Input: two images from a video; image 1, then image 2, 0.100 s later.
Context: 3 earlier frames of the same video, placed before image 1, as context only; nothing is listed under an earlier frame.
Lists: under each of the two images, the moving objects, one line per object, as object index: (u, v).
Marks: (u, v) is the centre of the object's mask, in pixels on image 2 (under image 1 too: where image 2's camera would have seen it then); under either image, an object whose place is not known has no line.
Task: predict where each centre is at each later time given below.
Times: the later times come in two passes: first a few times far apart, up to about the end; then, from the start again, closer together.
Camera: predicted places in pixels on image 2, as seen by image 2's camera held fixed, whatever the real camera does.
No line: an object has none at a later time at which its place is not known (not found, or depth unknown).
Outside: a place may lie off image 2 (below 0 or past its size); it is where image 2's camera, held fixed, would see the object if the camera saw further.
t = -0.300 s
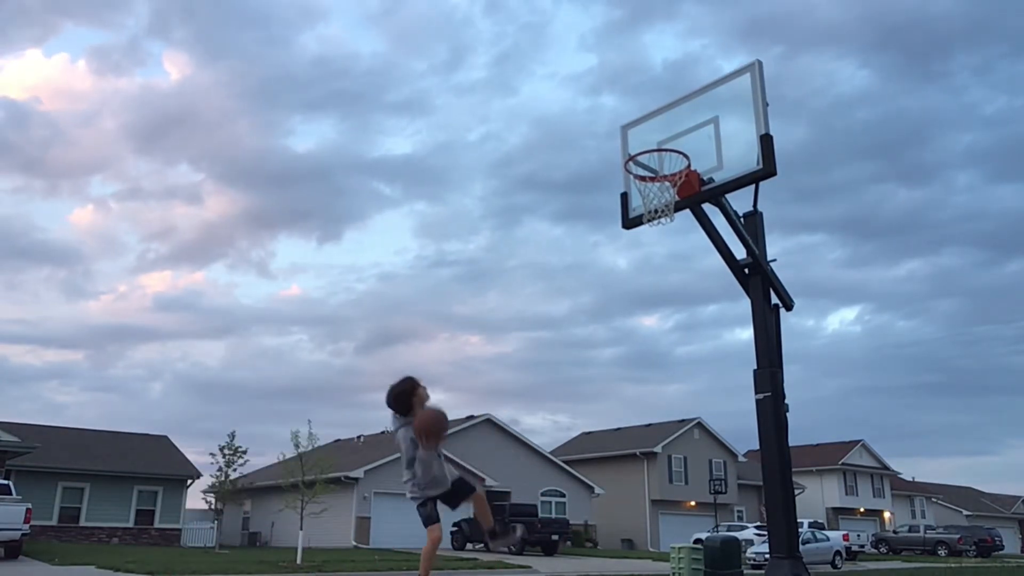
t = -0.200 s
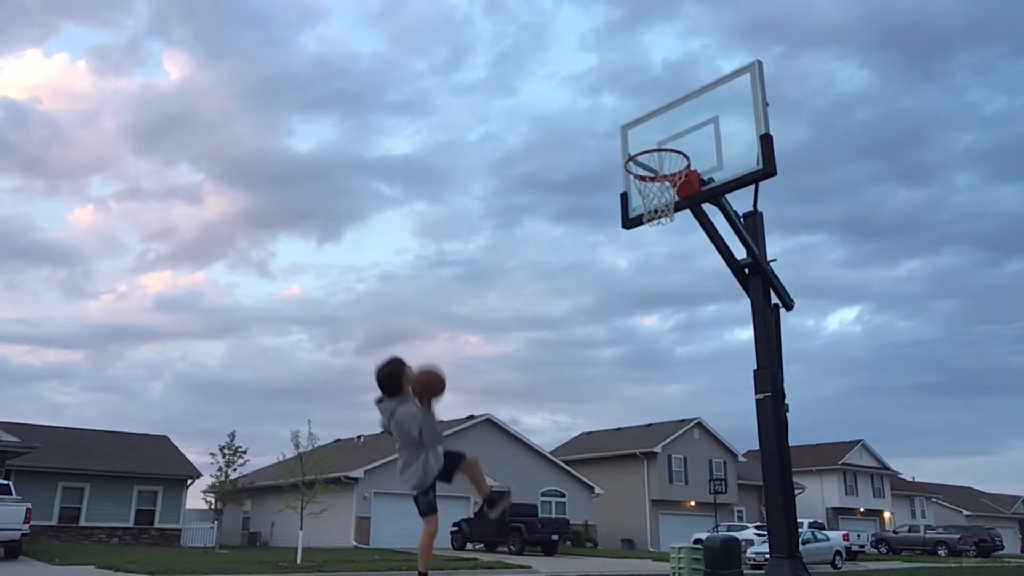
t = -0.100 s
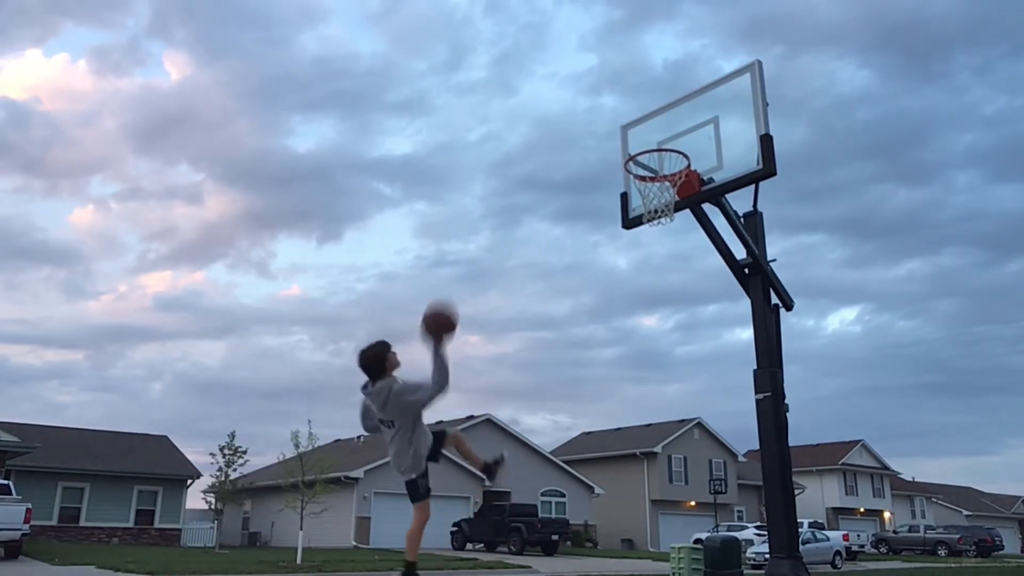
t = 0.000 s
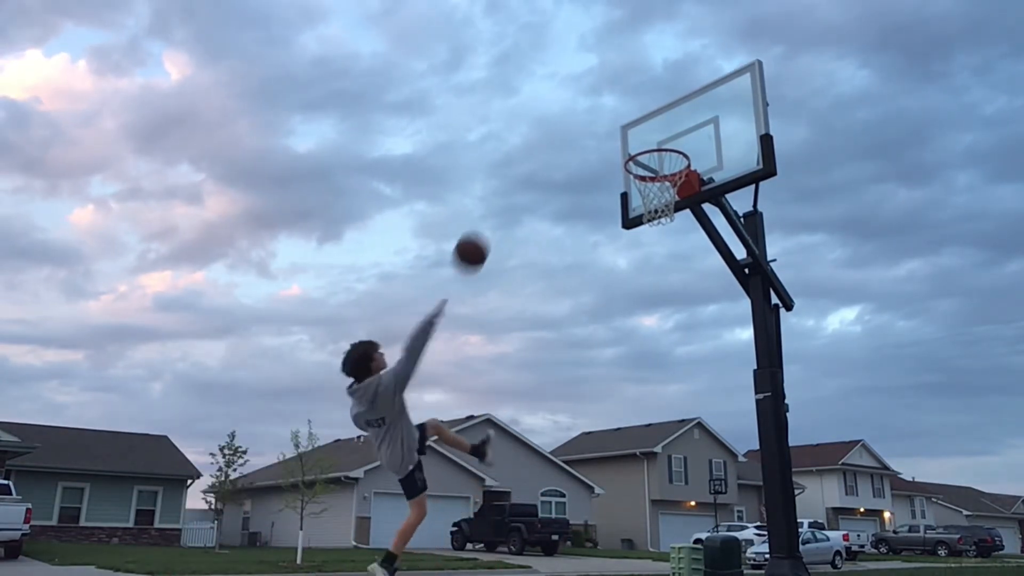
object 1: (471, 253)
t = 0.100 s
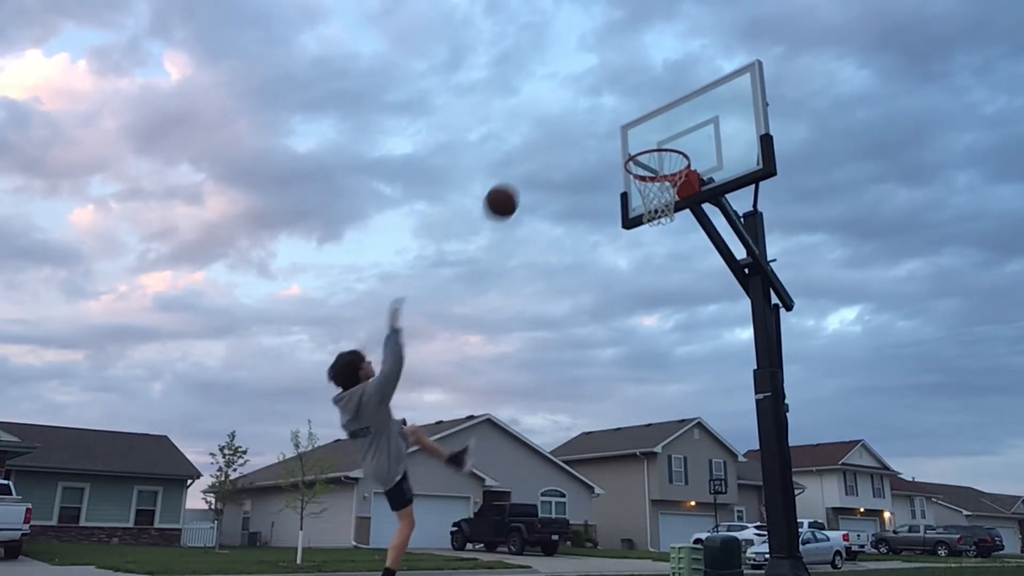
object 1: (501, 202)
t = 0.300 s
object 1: (555, 148)
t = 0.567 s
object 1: (618, 153)
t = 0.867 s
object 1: (627, 185)
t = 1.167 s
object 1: (592, 260)
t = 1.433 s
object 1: (558, 420)
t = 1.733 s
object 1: (516, 489)
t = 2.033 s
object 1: (477, 379)
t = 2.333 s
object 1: (440, 391)
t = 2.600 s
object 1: (405, 498)
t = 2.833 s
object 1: (373, 539)
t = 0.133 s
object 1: (510, 189)
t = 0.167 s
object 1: (520, 178)
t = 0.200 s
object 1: (529, 169)
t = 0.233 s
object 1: (538, 160)
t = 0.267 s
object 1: (547, 153)
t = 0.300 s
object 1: (555, 148)
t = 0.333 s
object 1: (563, 145)
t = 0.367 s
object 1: (571, 142)
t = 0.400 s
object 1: (580, 141)
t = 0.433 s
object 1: (588, 141)
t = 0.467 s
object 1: (596, 143)
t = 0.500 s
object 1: (603, 145)
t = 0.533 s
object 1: (611, 149)
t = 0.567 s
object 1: (618, 153)
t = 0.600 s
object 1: (626, 160)
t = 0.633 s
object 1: (633, 165)
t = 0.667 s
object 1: (635, 166)
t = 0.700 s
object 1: (636, 167)
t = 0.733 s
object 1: (638, 169)
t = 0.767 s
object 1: (640, 173)
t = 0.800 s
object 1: (640, 176)
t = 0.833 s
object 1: (630, 185)
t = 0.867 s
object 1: (627, 185)
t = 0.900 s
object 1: (625, 188)
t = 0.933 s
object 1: (623, 191)
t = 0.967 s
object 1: (619, 197)
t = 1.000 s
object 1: (613, 204)
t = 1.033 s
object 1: (609, 213)
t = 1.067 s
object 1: (605, 222)
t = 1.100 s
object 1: (601, 234)
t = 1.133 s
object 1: (596, 246)
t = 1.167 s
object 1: (592, 260)
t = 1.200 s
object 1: (588, 275)
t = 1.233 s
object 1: (584, 290)
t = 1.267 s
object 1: (579, 308)
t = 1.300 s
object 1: (575, 328)
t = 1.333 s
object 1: (571, 349)
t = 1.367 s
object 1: (566, 372)
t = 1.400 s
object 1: (562, 394)
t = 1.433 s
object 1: (558, 420)
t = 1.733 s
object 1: (516, 489)
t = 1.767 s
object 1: (511, 471)
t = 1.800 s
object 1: (506, 453)
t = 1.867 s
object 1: (498, 424)
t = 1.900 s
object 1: (493, 411)
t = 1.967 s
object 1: (485, 392)
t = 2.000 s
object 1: (481, 385)
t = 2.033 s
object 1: (477, 379)
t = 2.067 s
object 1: (473, 375)
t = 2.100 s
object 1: (468, 372)
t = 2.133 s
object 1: (464, 371)
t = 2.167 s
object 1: (460, 371)
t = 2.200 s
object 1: (456, 372)
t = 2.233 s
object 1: (452, 375)
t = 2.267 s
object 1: (448, 379)
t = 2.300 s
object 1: (444, 385)
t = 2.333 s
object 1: (440, 391)
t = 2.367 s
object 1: (436, 400)
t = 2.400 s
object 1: (432, 409)
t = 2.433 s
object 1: (427, 420)
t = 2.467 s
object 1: (423, 434)
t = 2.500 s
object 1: (419, 449)
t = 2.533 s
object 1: (414, 463)
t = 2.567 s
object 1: (410, 479)
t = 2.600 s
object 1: (405, 498)
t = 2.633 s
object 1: (400, 518)
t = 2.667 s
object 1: (395, 539)
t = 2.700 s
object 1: (390, 562)
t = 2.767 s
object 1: (381, 567)
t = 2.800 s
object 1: (377, 555)
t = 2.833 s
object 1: (373, 539)
